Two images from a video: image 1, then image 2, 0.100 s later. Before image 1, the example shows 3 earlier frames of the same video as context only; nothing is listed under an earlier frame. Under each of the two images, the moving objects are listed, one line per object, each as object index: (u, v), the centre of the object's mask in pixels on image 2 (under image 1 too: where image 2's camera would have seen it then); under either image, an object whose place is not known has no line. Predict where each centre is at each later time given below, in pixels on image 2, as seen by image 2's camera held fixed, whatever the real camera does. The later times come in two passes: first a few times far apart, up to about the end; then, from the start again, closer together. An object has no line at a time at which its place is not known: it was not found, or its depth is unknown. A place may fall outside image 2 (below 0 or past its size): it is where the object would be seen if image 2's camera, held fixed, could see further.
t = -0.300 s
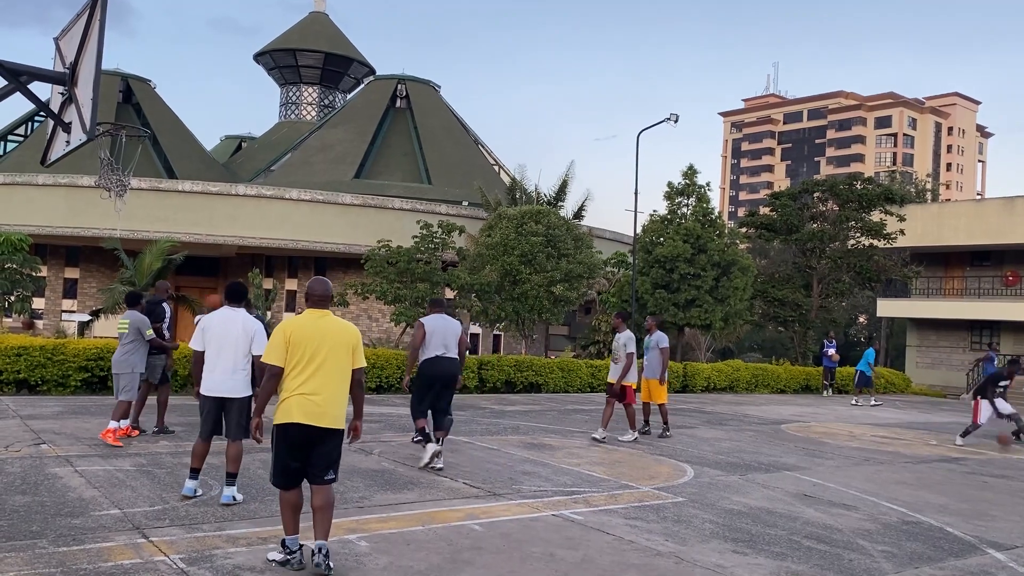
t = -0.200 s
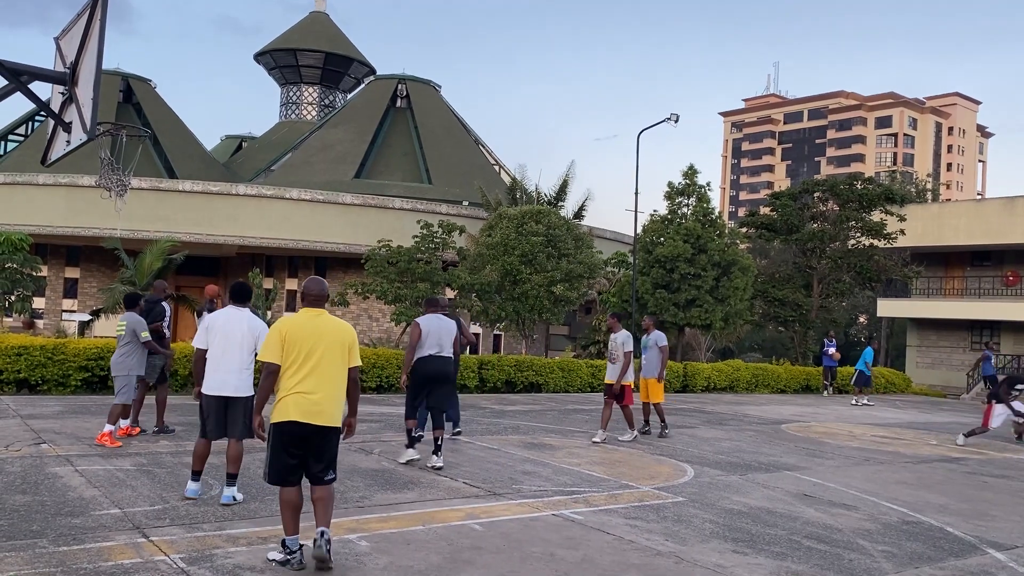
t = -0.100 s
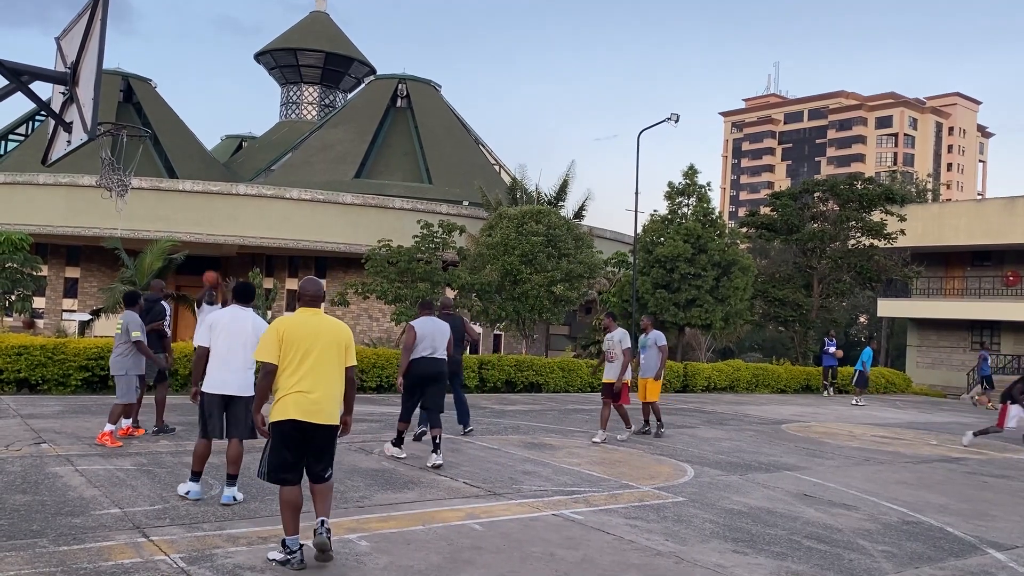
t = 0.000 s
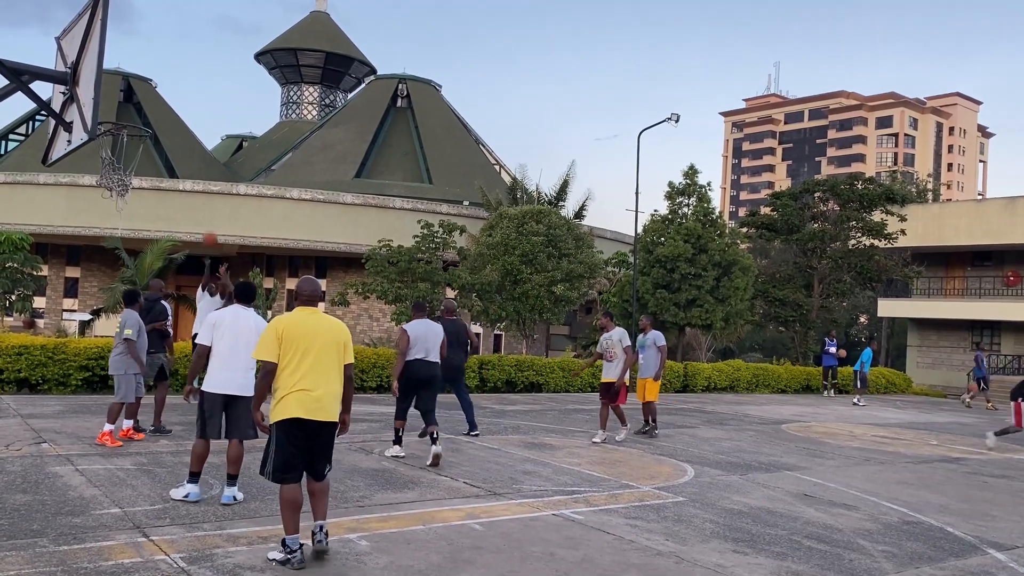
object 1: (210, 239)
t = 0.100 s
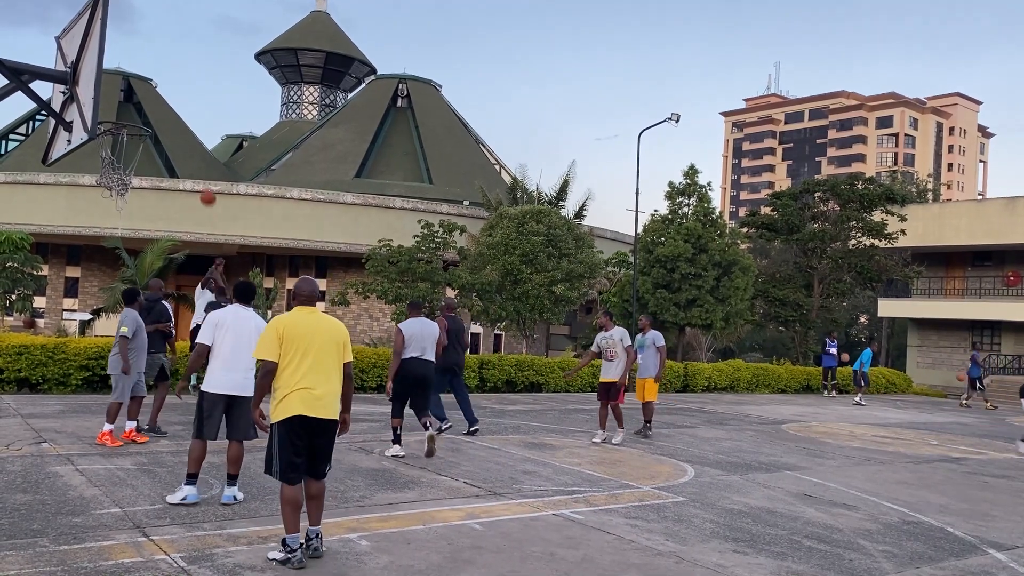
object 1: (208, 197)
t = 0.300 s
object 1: (202, 124)
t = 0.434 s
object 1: (196, 83)
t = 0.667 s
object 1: (181, 34)
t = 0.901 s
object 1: (157, 22)
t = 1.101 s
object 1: (128, 54)
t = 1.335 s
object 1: (123, 112)
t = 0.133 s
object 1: (207, 183)
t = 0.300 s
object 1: (202, 124)
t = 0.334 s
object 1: (200, 113)
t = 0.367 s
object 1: (199, 103)
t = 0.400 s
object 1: (198, 93)
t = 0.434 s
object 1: (196, 83)
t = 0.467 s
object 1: (194, 75)
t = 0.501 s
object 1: (192, 66)
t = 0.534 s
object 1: (190, 59)
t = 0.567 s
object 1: (188, 52)
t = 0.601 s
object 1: (186, 45)
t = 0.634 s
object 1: (183, 40)
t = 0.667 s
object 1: (181, 34)
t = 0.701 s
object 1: (178, 30)
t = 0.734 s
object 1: (175, 27)
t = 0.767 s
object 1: (172, 24)
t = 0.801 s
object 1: (169, 22)
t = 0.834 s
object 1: (165, 21)
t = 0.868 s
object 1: (161, 21)
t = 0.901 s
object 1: (157, 22)
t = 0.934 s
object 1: (153, 25)
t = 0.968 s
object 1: (149, 28)
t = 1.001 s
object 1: (144, 33)
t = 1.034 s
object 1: (139, 38)
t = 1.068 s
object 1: (134, 46)
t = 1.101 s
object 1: (128, 54)
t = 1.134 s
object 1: (122, 66)
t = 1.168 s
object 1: (117, 78)
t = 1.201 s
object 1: (112, 91)
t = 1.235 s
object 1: (108, 107)
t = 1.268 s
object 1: (106, 110)
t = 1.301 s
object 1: (112, 110)
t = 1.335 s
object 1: (123, 112)
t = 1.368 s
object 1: (134, 115)
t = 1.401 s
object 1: (145, 120)
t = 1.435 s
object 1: (156, 125)
